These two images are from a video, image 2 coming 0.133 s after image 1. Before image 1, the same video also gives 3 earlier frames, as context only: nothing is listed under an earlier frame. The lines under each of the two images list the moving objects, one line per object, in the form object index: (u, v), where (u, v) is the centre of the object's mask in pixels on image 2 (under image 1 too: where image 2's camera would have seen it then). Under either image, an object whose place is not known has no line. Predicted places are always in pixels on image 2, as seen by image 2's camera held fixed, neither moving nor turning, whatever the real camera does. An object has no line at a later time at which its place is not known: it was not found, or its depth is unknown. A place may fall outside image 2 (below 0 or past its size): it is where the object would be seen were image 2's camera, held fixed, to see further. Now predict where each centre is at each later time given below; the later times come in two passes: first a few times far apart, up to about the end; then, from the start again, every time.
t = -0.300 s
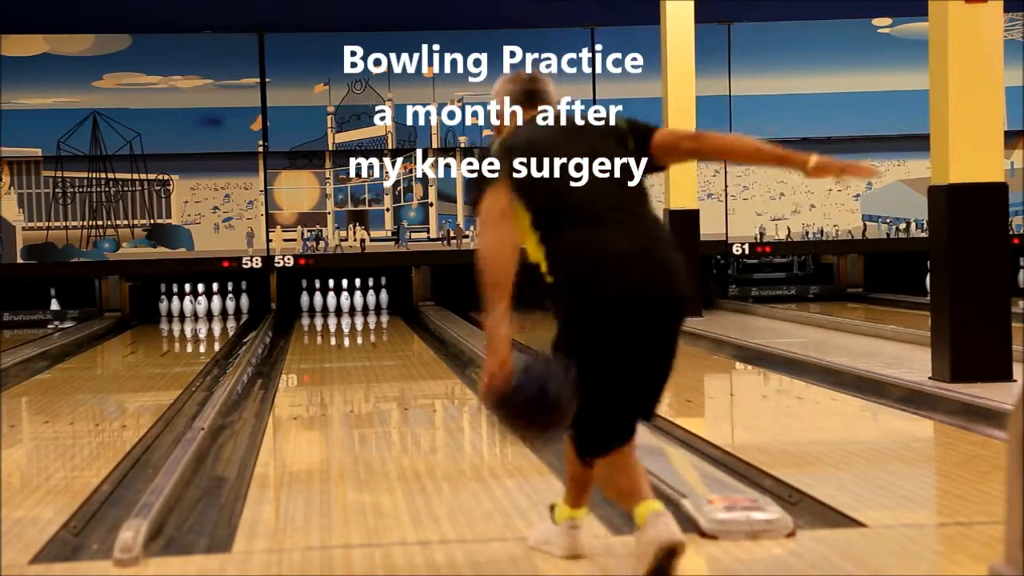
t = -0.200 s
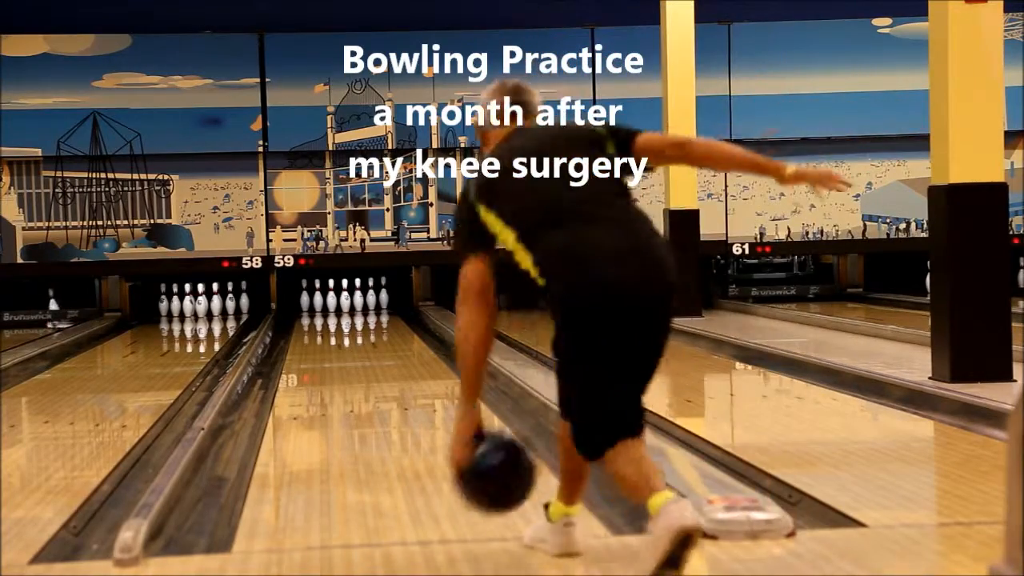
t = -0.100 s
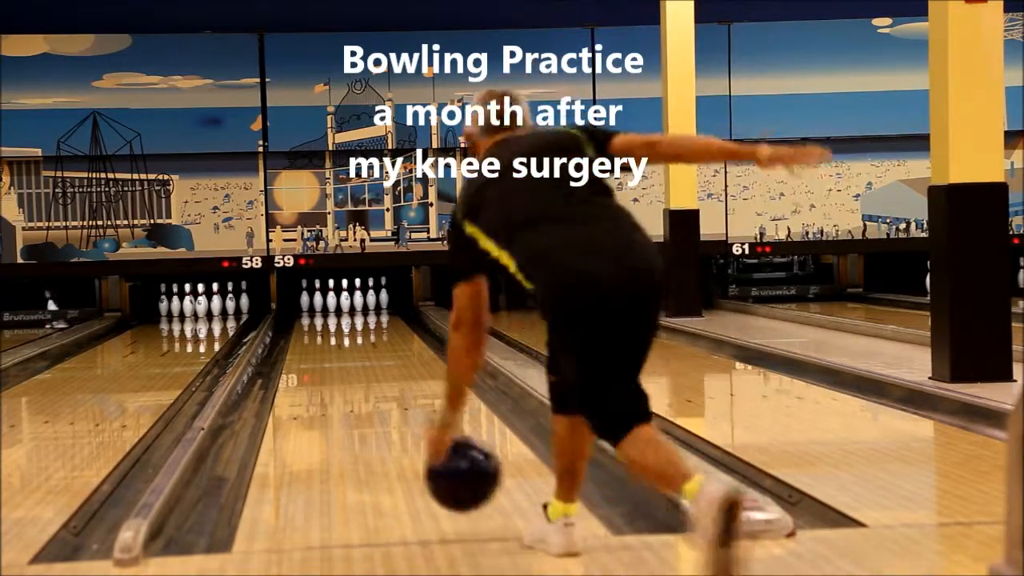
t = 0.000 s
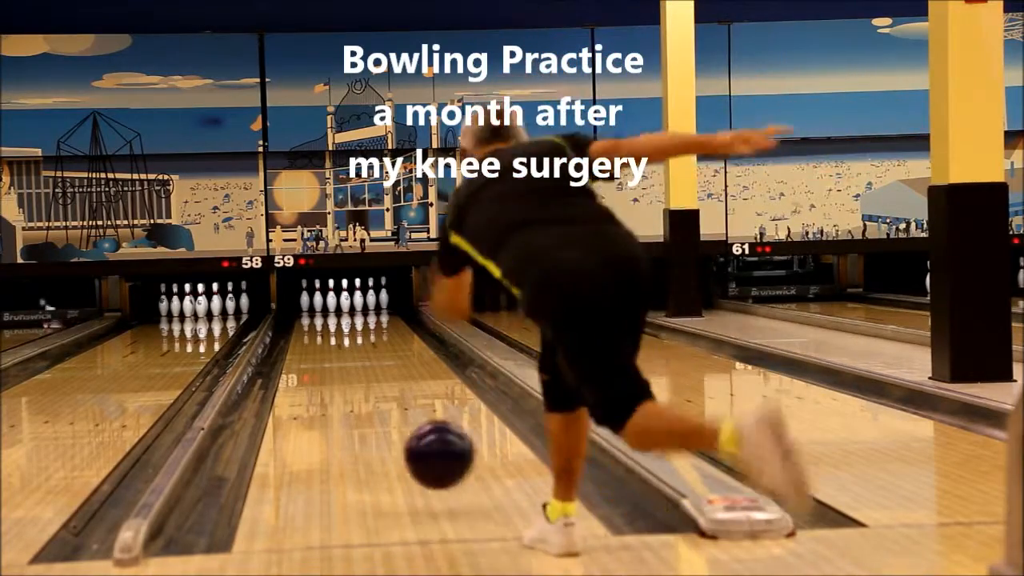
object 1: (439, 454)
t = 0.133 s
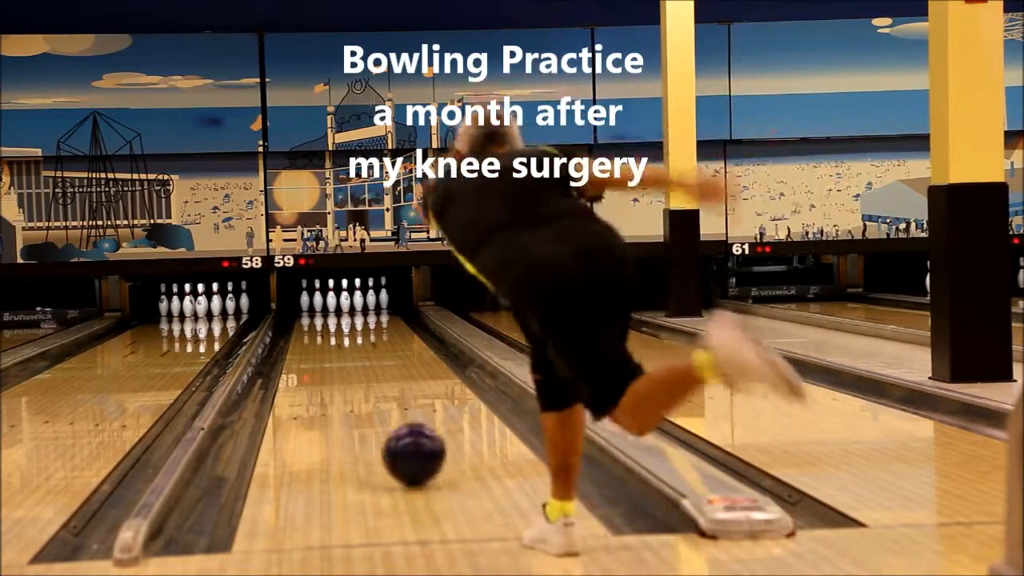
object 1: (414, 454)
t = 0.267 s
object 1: (393, 438)
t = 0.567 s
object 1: (359, 405)
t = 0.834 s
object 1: (339, 385)
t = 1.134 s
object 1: (323, 368)
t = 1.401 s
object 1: (313, 355)
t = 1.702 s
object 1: (306, 344)
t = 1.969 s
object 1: (304, 335)
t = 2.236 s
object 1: (304, 328)
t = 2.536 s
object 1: (307, 323)
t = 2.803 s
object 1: (311, 317)
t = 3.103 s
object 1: (321, 312)
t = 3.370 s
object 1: (330, 307)
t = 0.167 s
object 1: (408, 451)
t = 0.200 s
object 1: (403, 446)
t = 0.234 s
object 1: (398, 442)
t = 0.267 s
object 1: (393, 438)
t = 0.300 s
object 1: (388, 433)
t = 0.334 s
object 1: (384, 429)
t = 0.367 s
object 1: (380, 425)
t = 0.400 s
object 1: (376, 421)
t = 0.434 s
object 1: (372, 418)
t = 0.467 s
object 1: (369, 414)
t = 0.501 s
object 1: (365, 411)
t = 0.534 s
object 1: (362, 408)
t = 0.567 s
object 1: (359, 405)
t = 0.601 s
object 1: (356, 403)
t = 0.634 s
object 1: (354, 399)
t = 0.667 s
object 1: (351, 397)
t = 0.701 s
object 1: (349, 394)
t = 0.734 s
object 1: (346, 392)
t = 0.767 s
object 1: (344, 389)
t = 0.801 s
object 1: (341, 387)
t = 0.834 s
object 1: (339, 385)
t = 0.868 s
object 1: (337, 383)
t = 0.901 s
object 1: (335, 381)
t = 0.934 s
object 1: (333, 379)
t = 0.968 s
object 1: (331, 377)
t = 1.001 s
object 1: (330, 375)
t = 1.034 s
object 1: (328, 373)
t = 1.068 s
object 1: (326, 371)
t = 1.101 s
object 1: (325, 369)
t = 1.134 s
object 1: (323, 368)
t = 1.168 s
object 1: (322, 366)
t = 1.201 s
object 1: (320, 364)
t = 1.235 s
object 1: (319, 363)
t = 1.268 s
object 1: (317, 361)
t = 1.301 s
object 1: (316, 359)
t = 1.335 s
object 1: (315, 358)
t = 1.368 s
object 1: (314, 356)
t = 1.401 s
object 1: (313, 355)
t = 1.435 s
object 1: (312, 354)
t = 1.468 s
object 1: (311, 353)
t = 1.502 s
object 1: (311, 351)
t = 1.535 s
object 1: (310, 350)
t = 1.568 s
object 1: (309, 348)
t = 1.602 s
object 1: (308, 347)
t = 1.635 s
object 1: (307, 346)
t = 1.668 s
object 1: (307, 346)
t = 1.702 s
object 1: (306, 344)
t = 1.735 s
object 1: (306, 343)
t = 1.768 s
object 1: (306, 342)
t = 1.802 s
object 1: (305, 340)
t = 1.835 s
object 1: (305, 340)
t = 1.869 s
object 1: (304, 338)
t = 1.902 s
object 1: (304, 338)
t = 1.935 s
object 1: (304, 337)
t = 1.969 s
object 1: (304, 335)
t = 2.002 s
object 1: (303, 335)
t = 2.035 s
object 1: (303, 334)
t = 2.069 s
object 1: (303, 332)
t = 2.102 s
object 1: (303, 332)
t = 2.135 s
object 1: (303, 331)
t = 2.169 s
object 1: (303, 330)
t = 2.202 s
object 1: (304, 330)
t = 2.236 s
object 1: (304, 328)
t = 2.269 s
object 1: (304, 328)
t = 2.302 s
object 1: (304, 327)
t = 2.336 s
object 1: (304, 326)
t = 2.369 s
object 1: (305, 326)
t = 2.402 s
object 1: (305, 325)
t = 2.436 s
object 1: (306, 325)
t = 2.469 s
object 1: (306, 324)
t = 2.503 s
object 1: (307, 324)
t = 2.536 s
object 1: (307, 323)
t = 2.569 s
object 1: (308, 322)
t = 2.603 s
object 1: (308, 321)
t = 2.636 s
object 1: (308, 320)
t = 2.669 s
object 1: (309, 319)
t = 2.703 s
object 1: (310, 319)
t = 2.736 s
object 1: (310, 318)
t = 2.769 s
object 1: (311, 318)
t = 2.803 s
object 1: (311, 317)
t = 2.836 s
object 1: (312, 316)
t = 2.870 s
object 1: (313, 316)
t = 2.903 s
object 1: (314, 316)
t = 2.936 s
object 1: (316, 315)
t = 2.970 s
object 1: (317, 314)
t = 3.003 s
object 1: (318, 314)
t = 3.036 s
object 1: (319, 313)
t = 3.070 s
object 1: (320, 312)
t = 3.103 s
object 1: (321, 312)
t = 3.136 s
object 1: (322, 311)
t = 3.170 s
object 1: (323, 311)
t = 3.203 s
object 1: (325, 310)
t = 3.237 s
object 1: (325, 310)
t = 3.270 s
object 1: (327, 309)
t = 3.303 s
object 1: (328, 309)
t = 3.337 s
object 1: (329, 308)
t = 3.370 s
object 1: (330, 307)
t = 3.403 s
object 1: (331, 307)
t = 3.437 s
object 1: (331, 307)
